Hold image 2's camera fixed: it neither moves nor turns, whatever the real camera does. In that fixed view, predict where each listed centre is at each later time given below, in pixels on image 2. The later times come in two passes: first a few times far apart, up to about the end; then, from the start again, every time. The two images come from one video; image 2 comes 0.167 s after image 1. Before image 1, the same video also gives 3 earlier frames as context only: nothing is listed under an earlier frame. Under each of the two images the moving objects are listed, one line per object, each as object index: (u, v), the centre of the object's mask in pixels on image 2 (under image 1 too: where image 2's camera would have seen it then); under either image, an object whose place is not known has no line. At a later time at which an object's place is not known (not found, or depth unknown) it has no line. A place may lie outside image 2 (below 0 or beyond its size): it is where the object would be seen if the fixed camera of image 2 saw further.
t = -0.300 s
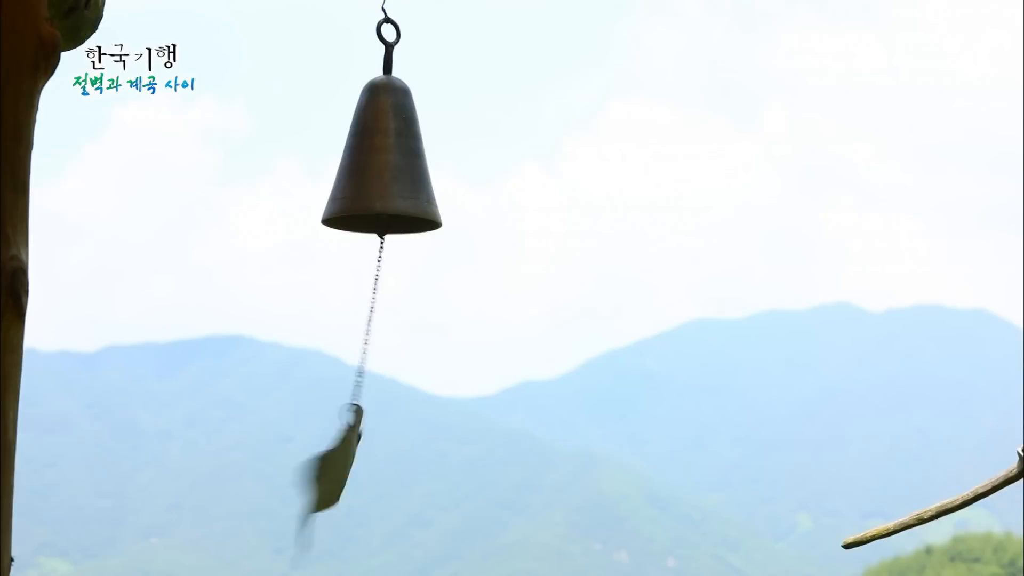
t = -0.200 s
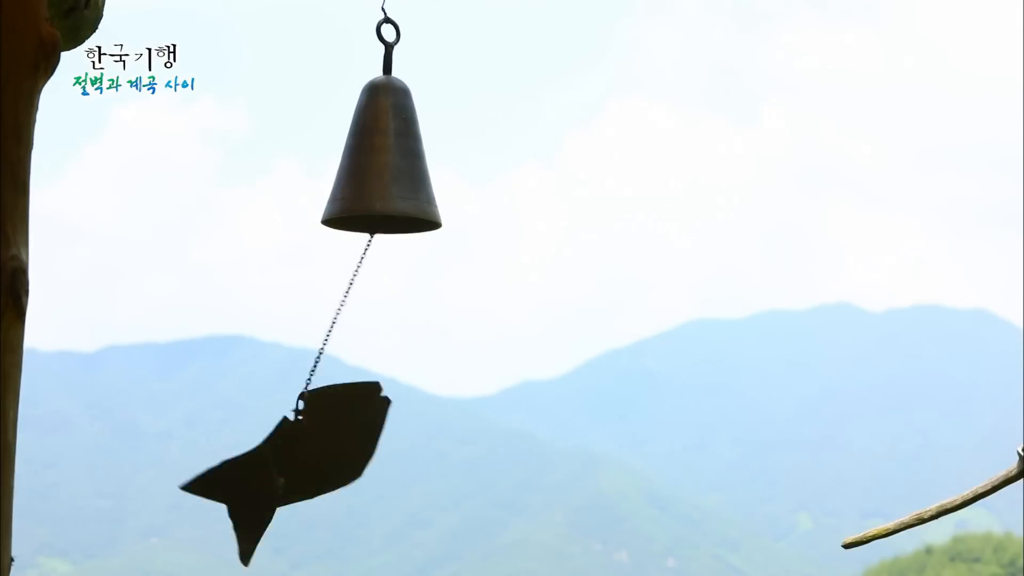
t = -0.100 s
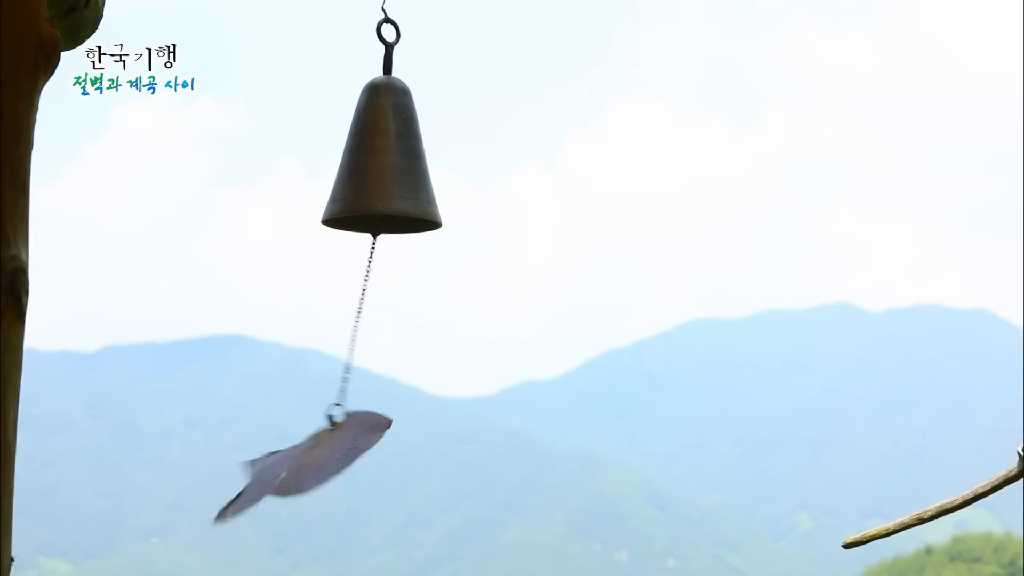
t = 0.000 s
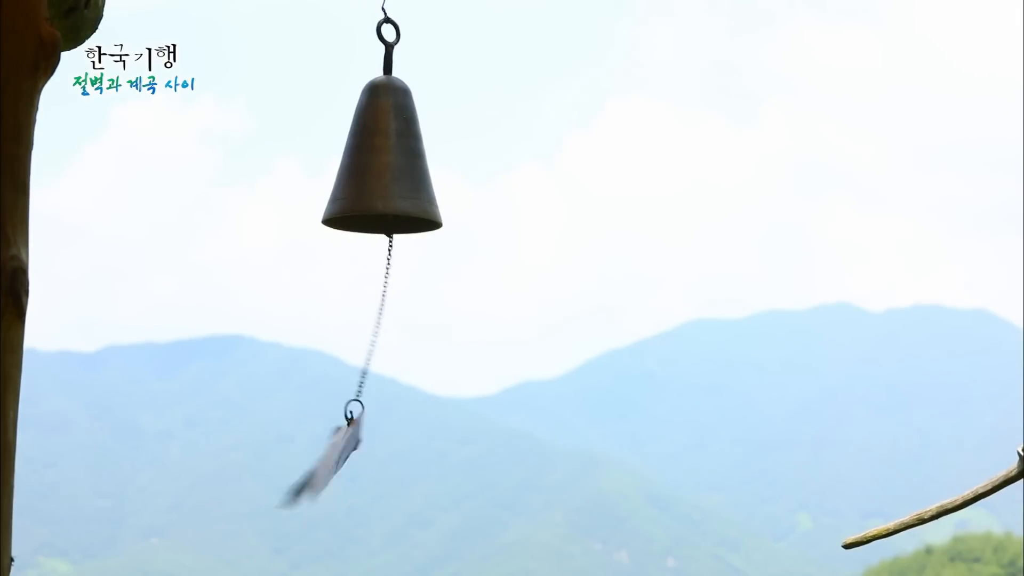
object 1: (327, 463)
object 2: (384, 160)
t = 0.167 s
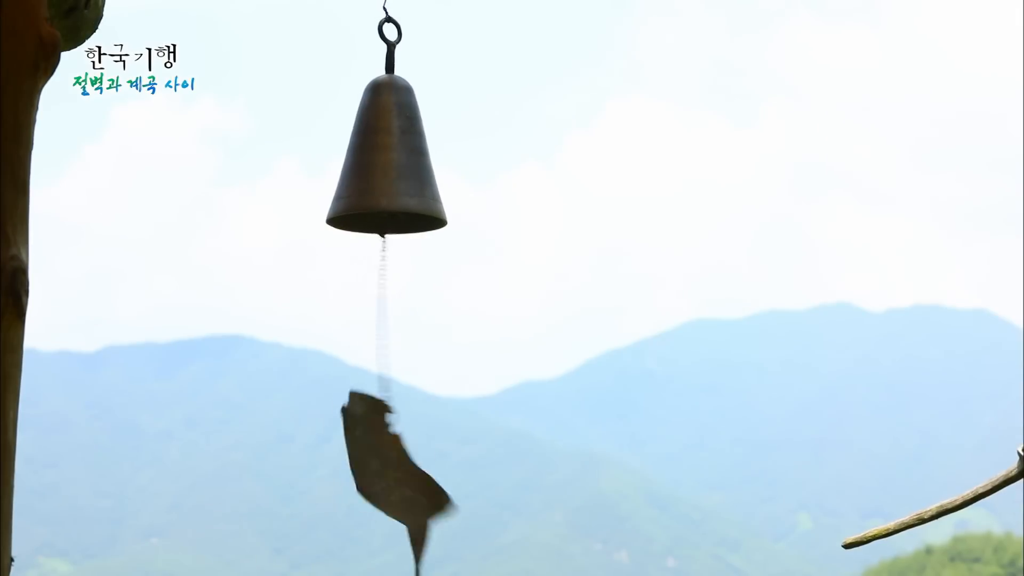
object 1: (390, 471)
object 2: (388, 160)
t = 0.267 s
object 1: (433, 459)
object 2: (389, 160)
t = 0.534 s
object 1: (435, 436)
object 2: (393, 160)
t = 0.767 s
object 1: (347, 469)
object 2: (388, 160)
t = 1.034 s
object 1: (405, 469)
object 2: (381, 160)
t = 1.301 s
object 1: (376, 463)
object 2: (393, 159)
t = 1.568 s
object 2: (391, 159)
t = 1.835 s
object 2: (380, 159)
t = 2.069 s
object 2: (381, 159)
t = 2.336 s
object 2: (387, 160)
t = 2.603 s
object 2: (389, 159)
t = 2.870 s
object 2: (388, 159)
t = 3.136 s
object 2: (388, 160)
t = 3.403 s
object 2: (392, 160)
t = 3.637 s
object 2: (387, 158)
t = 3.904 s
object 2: (385, 160)
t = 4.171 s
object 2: (392, 161)
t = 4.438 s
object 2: (388, 160)
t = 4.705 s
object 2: (381, 158)
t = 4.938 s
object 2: (387, 160)
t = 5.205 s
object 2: (388, 160)
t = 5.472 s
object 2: (381, 160)
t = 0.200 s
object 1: (404, 470)
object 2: (388, 160)
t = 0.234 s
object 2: (388, 160)
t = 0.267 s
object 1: (433, 459)
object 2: (389, 160)
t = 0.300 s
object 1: (448, 456)
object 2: (390, 159)
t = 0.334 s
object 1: (461, 455)
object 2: (390, 159)
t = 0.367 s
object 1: (469, 457)
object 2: (391, 159)
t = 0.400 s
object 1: (470, 454)
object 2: (391, 159)
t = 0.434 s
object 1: (467, 447)
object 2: (392, 159)
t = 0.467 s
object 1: (460, 442)
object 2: (393, 159)
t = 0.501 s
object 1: (449, 438)
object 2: (393, 159)
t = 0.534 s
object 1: (435, 436)
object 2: (393, 160)
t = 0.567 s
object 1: (419, 437)
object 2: (393, 160)
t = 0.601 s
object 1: (400, 455)
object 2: (392, 160)
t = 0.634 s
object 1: (383, 461)
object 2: (392, 160)
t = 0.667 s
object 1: (370, 463)
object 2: (391, 160)
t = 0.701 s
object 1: (358, 465)
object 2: (390, 160)
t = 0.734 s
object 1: (349, 469)
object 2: (389, 160)
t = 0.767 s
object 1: (347, 469)
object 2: (388, 160)
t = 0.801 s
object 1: (349, 470)
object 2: (386, 160)
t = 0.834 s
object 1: (355, 473)
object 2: (384, 160)
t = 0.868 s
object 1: (366, 475)
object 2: (383, 160)
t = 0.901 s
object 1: (378, 476)
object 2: (382, 160)
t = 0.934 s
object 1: (388, 474)
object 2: (381, 160)
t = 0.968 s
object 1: (397, 472)
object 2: (381, 160)
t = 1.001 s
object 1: (403, 471)
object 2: (380, 160)
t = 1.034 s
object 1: (405, 469)
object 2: (381, 160)
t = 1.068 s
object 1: (403, 466)
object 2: (381, 160)
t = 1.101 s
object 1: (400, 467)
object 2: (383, 160)
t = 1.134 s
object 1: (394, 471)
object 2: (384, 160)
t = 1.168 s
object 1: (388, 477)
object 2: (386, 160)
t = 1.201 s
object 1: (384, 474)
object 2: (388, 160)
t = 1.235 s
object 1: (379, 470)
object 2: (390, 160)
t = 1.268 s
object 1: (376, 466)
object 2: (391, 160)
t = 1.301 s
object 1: (376, 463)
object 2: (393, 159)
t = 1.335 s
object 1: (379, 463)
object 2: (394, 159)
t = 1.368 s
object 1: (385, 463)
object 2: (395, 159)
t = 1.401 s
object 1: (394, 461)
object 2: (395, 159)
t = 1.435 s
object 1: (403, 461)
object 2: (395, 159)
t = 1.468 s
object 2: (395, 159)
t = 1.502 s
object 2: (394, 159)
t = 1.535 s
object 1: (419, 449)
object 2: (393, 159)
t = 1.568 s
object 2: (391, 159)
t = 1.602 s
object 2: (390, 159)
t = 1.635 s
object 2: (388, 160)
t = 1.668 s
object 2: (386, 159)
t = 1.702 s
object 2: (384, 159)
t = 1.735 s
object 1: (355, 456)
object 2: (383, 159)
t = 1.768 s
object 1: (332, 476)
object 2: (381, 160)
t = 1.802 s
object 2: (380, 159)
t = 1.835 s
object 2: (380, 159)
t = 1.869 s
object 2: (379, 159)
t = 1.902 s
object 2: (379, 159)
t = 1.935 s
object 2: (379, 159)
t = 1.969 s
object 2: (379, 159)
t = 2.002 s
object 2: (380, 159)
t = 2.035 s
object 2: (381, 159)
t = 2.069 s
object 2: (381, 159)
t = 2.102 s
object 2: (382, 160)
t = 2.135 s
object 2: (384, 160)
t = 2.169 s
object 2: (385, 160)
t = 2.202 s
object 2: (385, 160)
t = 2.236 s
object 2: (386, 160)
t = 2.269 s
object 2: (387, 160)
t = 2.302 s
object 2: (387, 160)
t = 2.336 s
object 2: (387, 160)
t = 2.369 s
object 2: (387, 160)
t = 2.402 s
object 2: (387, 160)
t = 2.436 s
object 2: (387, 160)
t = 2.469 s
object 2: (388, 159)
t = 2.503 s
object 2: (388, 159)
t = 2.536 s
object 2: (389, 159)
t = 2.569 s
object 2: (389, 159)
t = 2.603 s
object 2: (389, 159)
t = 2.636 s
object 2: (389, 158)
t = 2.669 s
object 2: (389, 159)
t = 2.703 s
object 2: (389, 159)
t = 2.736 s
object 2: (389, 158)
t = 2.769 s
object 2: (389, 158)
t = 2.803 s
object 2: (389, 158)
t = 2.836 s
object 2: (389, 159)
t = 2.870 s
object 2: (388, 159)
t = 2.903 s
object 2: (388, 159)
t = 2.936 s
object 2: (388, 159)
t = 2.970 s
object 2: (388, 160)
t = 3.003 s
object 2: (388, 160)
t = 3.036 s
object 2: (388, 160)
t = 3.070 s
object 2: (388, 160)
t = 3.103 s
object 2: (388, 160)
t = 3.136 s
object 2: (388, 160)
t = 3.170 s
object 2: (388, 160)
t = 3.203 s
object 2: (389, 160)
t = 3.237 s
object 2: (389, 160)
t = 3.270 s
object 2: (390, 160)
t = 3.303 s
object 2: (391, 160)
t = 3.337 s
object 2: (391, 160)
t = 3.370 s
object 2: (392, 160)
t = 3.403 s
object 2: (392, 160)
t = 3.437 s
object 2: (393, 160)
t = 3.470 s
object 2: (392, 159)
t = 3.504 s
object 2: (391, 159)
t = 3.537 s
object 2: (391, 159)
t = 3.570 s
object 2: (390, 159)
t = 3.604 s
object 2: (389, 158)
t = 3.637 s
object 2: (387, 158)
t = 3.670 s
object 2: (386, 158)
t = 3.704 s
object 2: (385, 158)
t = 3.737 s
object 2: (385, 158)
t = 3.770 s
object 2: (384, 158)
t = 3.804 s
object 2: (383, 159)
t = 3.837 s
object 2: (384, 159)
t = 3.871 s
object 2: (384, 159)
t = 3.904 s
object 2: (385, 160)
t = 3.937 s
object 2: (386, 160)
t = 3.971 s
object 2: (387, 160)
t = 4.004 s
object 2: (388, 160)
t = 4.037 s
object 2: (389, 160)
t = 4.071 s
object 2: (390, 160)
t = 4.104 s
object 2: (391, 160)
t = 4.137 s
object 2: (392, 161)
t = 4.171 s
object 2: (392, 161)
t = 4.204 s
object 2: (392, 161)
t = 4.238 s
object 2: (392, 161)
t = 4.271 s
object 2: (392, 161)
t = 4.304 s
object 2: (391, 160)
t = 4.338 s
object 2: (391, 160)
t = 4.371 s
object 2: (390, 160)
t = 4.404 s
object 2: (389, 160)
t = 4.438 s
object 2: (388, 160)
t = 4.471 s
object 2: (387, 159)
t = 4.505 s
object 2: (385, 159)
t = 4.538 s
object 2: (384, 159)
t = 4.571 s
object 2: (383, 159)
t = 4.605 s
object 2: (382, 158)
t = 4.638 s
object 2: (382, 158)
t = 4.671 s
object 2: (381, 158)
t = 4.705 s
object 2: (381, 158)
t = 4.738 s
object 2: (381, 158)
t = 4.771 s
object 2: (382, 158)
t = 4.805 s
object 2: (383, 159)
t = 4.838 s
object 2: (384, 159)
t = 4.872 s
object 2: (385, 159)
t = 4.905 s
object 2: (386, 159)
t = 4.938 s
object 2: (387, 160)
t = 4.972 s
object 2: (388, 160)
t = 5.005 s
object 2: (389, 160)
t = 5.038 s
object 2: (389, 160)
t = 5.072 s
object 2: (390, 160)
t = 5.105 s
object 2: (390, 160)
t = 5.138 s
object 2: (389, 160)
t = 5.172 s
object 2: (389, 160)
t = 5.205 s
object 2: (388, 160)
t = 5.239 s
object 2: (387, 160)
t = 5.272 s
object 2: (386, 160)
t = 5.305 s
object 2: (385, 160)
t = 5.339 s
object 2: (384, 160)
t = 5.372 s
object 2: (383, 160)
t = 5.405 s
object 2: (382, 160)
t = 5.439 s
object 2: (381, 159)
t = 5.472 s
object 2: (381, 160)
